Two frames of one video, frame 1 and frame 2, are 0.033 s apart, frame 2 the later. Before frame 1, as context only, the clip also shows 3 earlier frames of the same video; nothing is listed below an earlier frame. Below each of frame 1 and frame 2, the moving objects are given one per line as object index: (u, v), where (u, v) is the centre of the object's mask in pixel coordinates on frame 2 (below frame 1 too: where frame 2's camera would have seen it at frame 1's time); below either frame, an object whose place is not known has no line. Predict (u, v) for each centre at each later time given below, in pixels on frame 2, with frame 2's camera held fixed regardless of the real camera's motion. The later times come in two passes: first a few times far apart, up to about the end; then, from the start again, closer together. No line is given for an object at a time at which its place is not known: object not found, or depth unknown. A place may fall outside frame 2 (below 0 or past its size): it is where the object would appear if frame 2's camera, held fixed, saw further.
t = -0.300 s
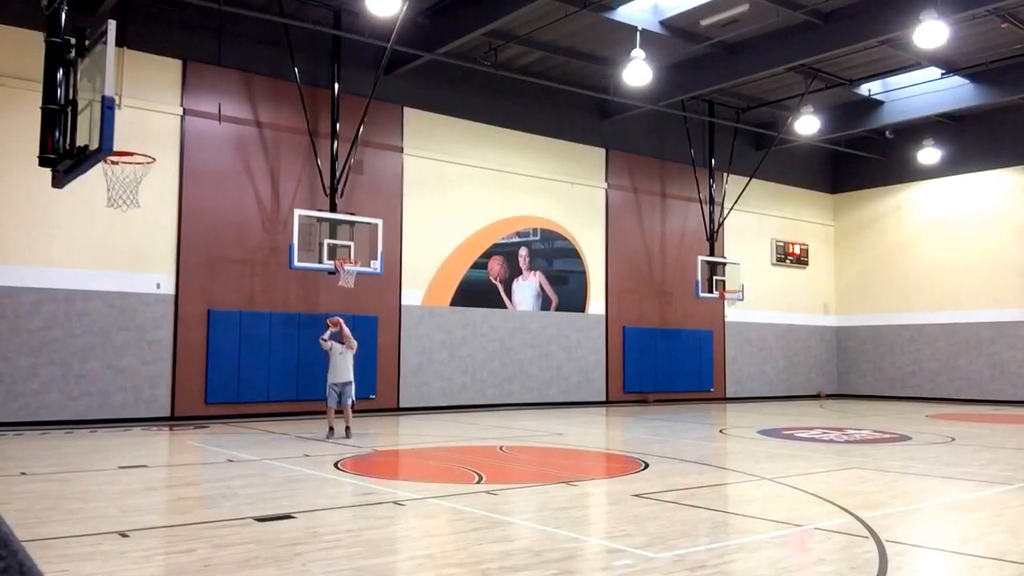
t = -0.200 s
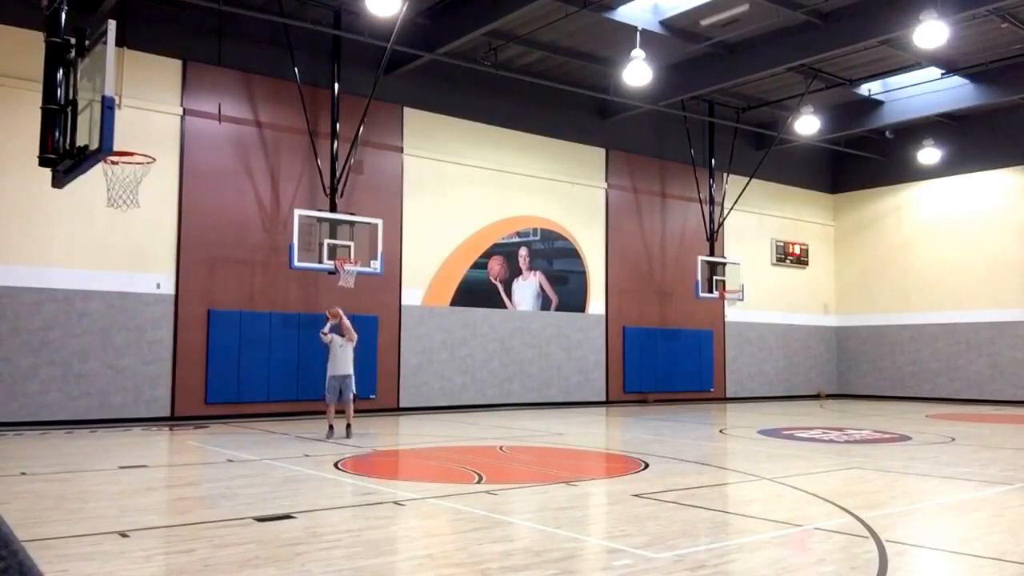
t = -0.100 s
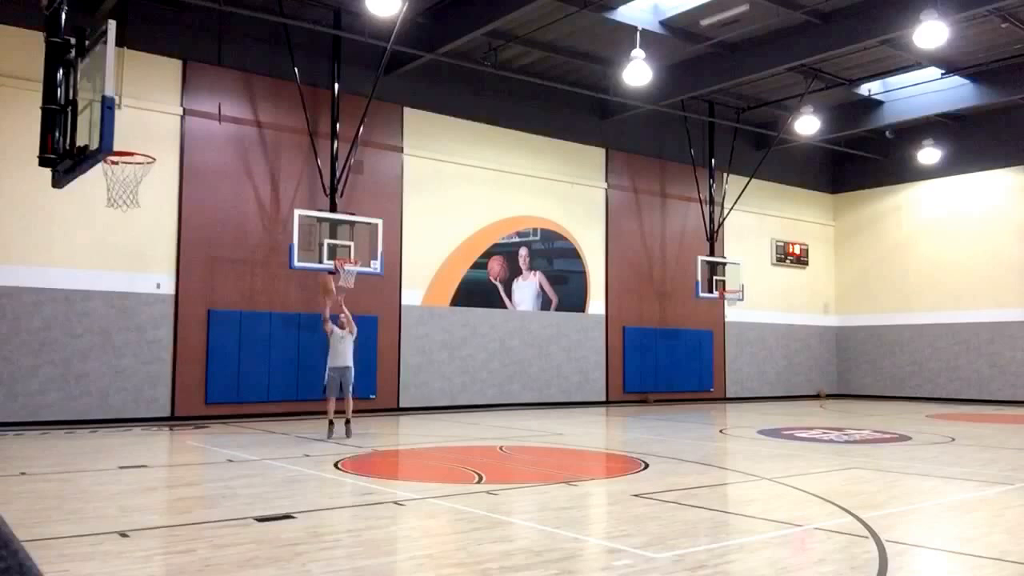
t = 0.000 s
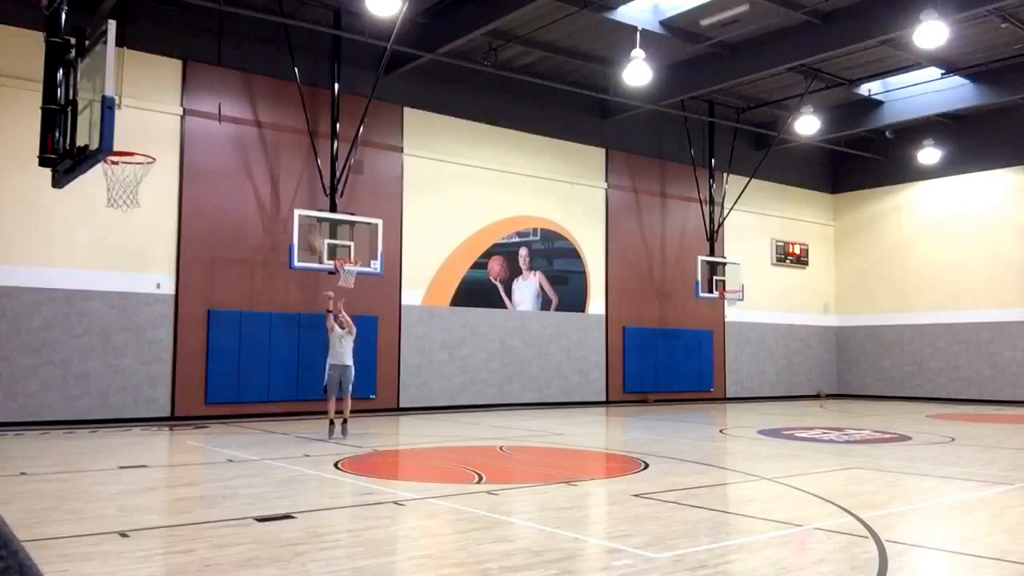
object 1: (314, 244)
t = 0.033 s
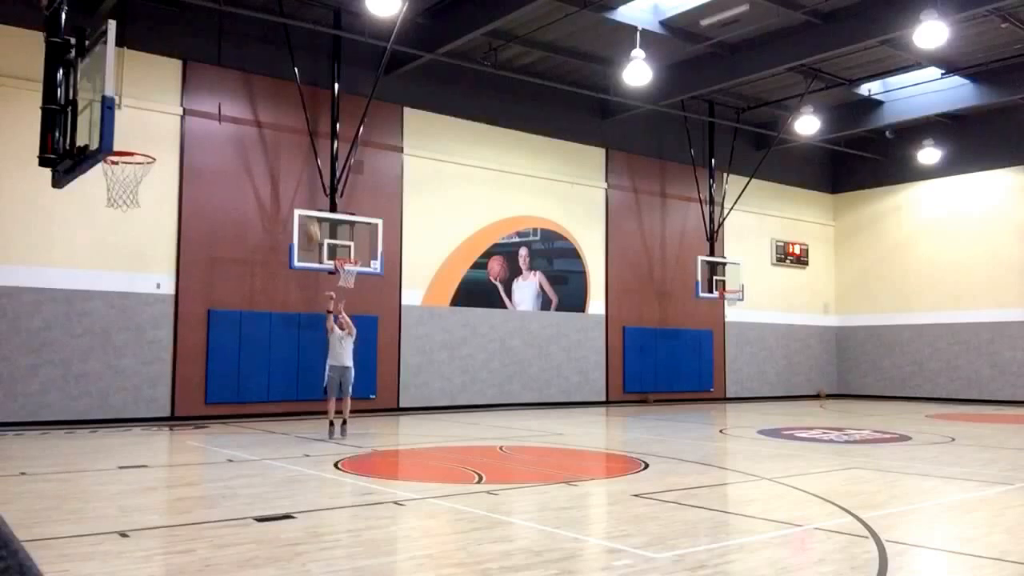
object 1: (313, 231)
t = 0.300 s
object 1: (277, 150)
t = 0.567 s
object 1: (229, 109)
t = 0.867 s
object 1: (158, 135)
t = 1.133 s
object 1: (98, 220)
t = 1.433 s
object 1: (43, 387)
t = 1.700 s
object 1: (22, 407)
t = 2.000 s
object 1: (27, 314)
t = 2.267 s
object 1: (27, 314)
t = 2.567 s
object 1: (23, 394)
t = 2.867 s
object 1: (21, 414)
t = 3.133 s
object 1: (20, 371)
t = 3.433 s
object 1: (16, 400)
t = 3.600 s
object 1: (12, 449)
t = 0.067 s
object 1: (312, 222)
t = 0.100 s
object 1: (305, 206)
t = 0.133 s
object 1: (300, 196)
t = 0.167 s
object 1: (295, 185)
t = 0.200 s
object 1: (290, 175)
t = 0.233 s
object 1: (286, 166)
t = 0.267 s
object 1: (280, 156)
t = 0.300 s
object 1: (277, 150)
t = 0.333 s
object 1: (272, 141)
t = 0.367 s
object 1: (265, 133)
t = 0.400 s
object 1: (260, 129)
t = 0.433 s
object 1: (254, 124)
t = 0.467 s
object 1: (249, 119)
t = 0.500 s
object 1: (243, 115)
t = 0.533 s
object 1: (235, 111)
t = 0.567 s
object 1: (229, 109)
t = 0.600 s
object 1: (222, 107)
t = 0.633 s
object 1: (215, 107)
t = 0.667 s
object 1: (209, 107)
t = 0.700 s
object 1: (202, 109)
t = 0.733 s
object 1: (193, 112)
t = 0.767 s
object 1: (184, 116)
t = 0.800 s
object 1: (177, 119)
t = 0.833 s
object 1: (167, 127)
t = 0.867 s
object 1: (158, 135)
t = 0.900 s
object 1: (148, 143)
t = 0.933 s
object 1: (139, 153)
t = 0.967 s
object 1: (129, 164)
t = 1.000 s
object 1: (122, 176)
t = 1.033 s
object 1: (116, 185)
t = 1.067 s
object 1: (109, 196)
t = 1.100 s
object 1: (104, 207)
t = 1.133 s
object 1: (98, 220)
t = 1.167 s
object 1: (92, 233)
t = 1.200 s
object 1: (86, 249)
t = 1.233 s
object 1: (81, 263)
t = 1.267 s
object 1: (74, 281)
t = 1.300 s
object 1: (67, 301)
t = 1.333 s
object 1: (62, 322)
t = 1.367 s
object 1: (55, 340)
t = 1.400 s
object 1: (49, 362)
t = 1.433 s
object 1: (43, 387)
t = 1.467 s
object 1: (37, 408)
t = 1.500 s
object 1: (31, 439)
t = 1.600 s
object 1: (20, 462)
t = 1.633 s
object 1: (21, 441)
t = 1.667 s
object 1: (22, 422)
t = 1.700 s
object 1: (22, 407)
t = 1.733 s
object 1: (23, 392)
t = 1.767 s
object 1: (23, 377)
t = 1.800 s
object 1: (25, 364)
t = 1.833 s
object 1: (25, 352)
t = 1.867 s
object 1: (25, 342)
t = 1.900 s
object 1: (26, 333)
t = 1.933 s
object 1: (27, 325)
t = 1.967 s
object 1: (27, 319)
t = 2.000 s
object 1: (27, 314)
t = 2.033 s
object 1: (27, 311)
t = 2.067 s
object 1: (28, 308)
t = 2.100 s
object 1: (28, 306)
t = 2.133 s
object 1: (27, 305)
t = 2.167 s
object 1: (27, 306)
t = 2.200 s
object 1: (27, 307)
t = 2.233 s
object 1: (27, 310)
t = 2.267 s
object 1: (27, 314)
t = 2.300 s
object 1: (27, 319)
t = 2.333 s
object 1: (26, 325)
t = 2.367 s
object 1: (26, 333)
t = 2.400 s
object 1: (25, 341)
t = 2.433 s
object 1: (25, 349)
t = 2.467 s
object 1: (25, 359)
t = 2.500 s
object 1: (24, 371)
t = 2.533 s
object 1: (23, 382)
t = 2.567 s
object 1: (23, 394)
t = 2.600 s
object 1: (23, 408)
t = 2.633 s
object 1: (22, 422)
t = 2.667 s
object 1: (21, 437)
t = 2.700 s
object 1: (20, 455)
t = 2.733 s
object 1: (20, 460)
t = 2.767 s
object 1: (20, 447)
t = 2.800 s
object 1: (20, 434)
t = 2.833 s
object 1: (22, 422)
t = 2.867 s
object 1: (21, 414)
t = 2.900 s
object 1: (21, 403)
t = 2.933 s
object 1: (22, 396)
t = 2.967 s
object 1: (21, 389)
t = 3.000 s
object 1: (21, 383)
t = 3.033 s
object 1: (21, 379)
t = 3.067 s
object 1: (21, 375)
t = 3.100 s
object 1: (21, 373)
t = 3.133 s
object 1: (20, 371)
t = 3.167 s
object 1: (20, 370)
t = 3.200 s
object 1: (20, 371)
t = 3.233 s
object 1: (20, 372)
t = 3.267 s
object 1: (19, 375)
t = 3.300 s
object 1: (19, 378)
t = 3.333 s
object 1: (18, 382)
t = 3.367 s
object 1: (18, 388)
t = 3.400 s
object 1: (17, 394)
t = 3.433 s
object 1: (16, 400)
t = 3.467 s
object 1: (16, 408)
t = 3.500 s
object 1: (15, 416)
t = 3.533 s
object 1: (15, 427)
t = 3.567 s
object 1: (14, 438)
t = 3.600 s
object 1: (12, 449)
